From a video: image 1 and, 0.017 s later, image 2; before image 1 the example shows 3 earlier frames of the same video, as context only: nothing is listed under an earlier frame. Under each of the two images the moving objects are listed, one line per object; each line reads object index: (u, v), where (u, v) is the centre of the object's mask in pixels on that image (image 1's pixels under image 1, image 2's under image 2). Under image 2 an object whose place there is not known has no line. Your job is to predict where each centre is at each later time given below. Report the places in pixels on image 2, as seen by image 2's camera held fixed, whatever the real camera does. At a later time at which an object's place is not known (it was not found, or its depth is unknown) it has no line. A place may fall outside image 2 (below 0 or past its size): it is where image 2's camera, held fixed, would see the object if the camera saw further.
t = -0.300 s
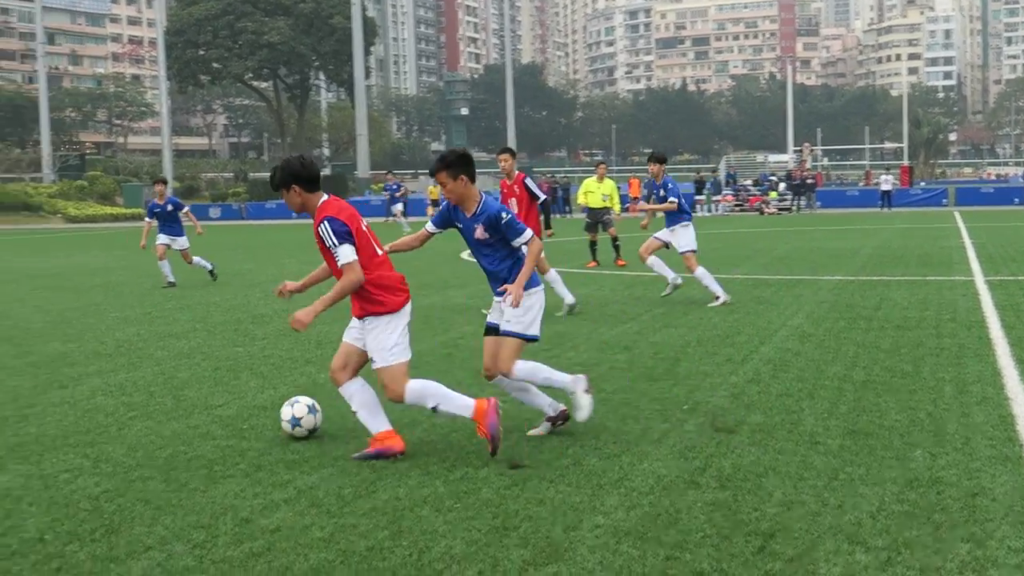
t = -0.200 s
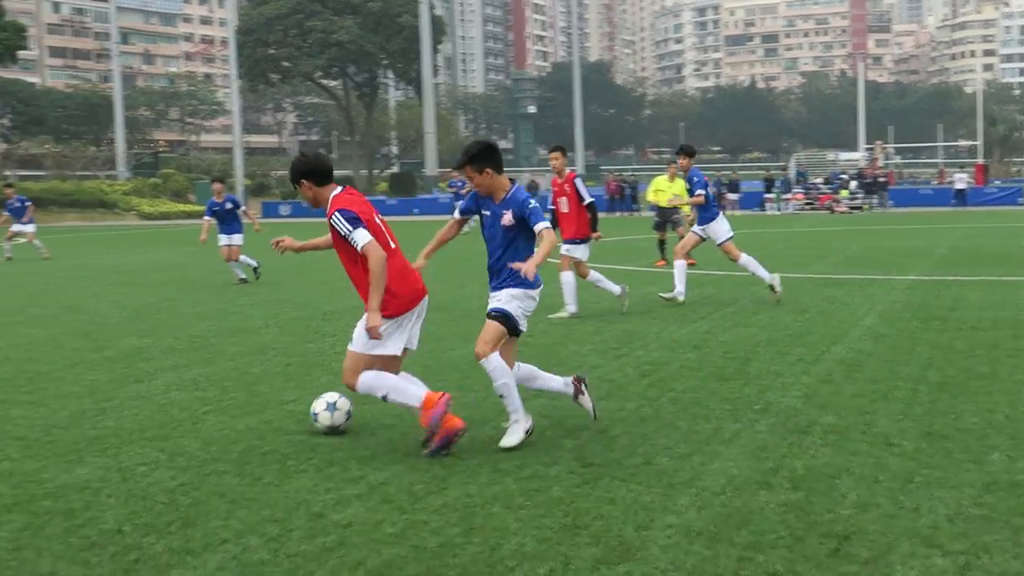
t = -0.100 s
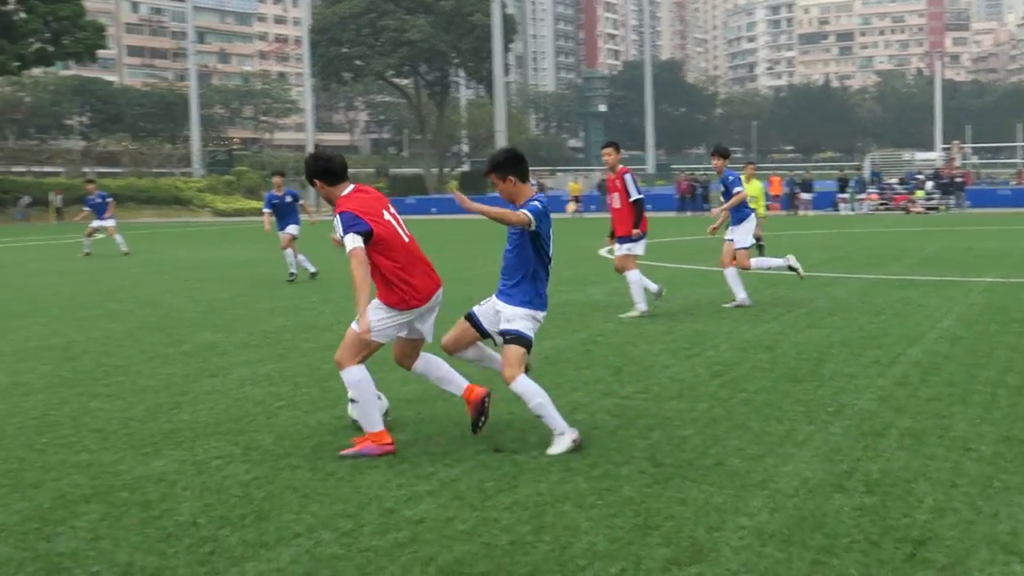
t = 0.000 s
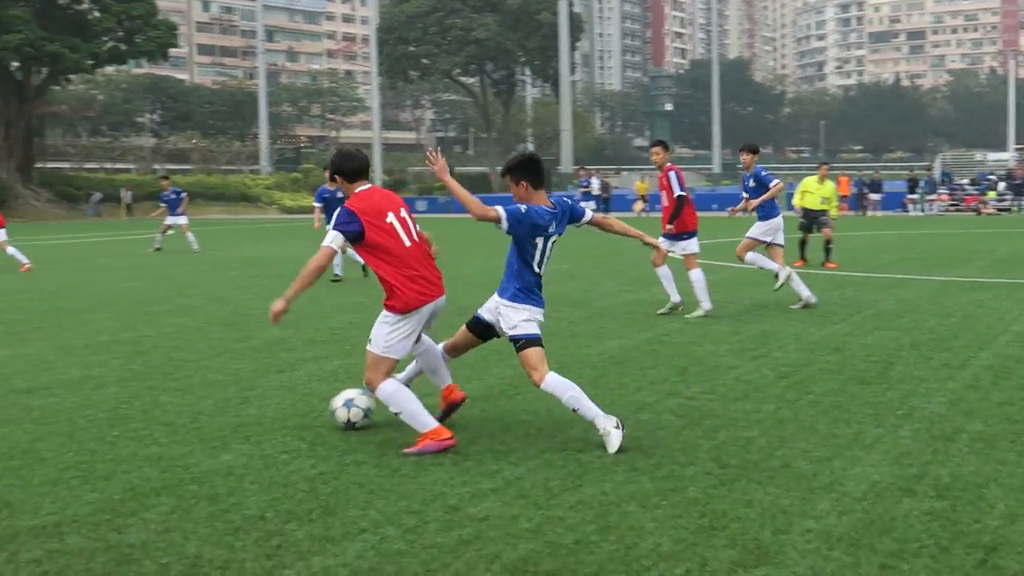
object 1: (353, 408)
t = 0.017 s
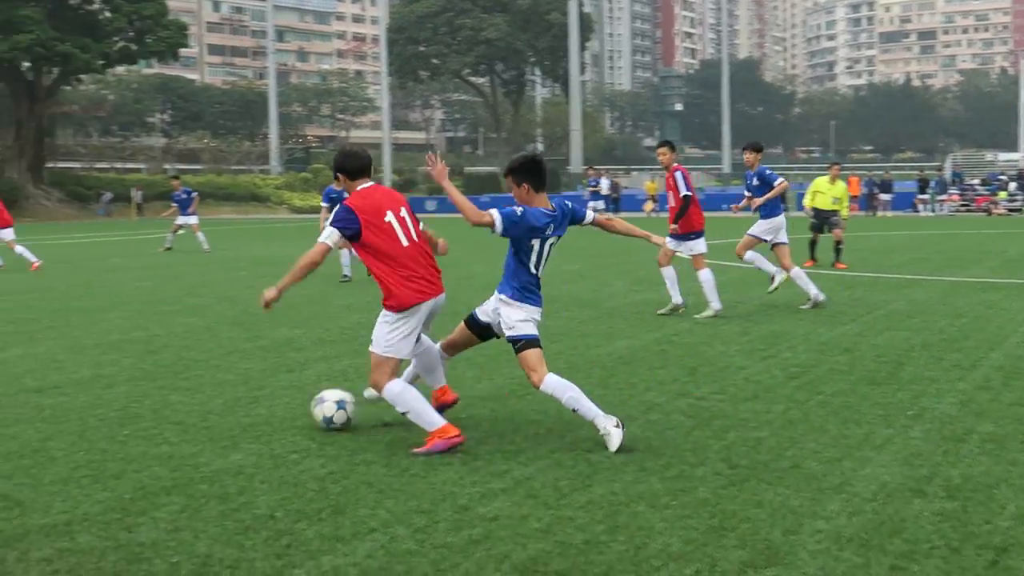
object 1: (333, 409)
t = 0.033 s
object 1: (306, 410)
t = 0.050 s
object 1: (277, 411)
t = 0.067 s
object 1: (248, 414)
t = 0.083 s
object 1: (219, 418)
